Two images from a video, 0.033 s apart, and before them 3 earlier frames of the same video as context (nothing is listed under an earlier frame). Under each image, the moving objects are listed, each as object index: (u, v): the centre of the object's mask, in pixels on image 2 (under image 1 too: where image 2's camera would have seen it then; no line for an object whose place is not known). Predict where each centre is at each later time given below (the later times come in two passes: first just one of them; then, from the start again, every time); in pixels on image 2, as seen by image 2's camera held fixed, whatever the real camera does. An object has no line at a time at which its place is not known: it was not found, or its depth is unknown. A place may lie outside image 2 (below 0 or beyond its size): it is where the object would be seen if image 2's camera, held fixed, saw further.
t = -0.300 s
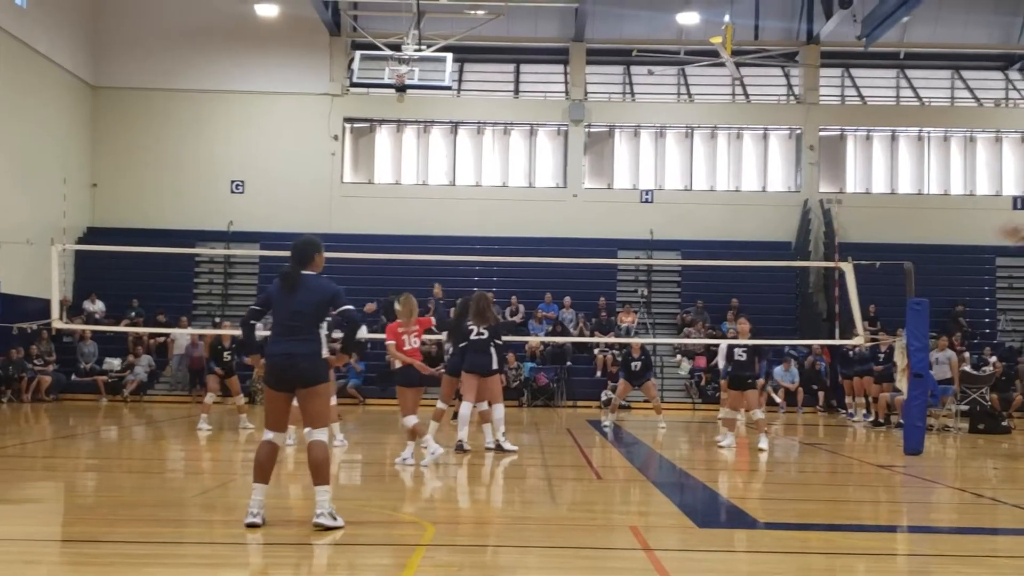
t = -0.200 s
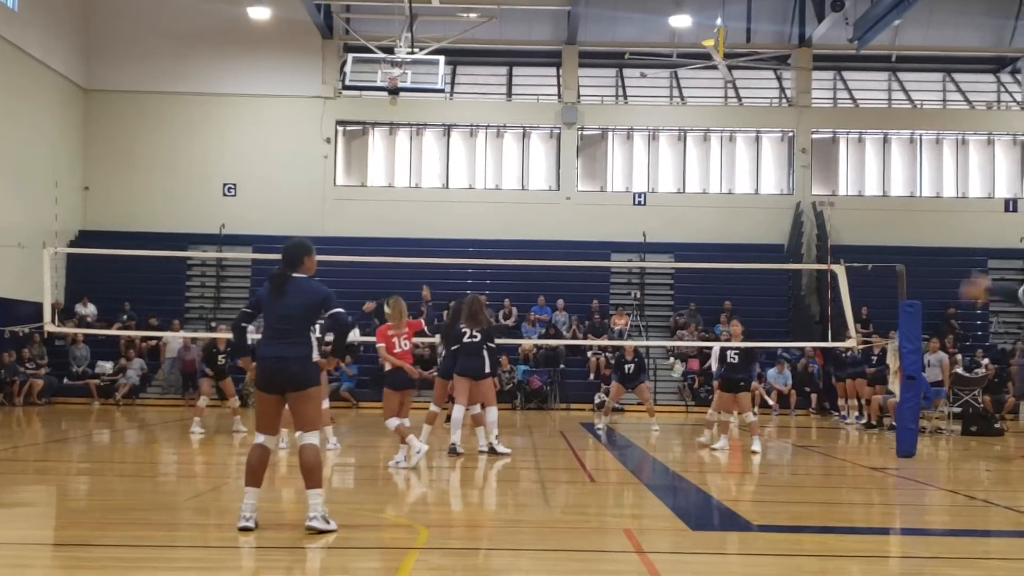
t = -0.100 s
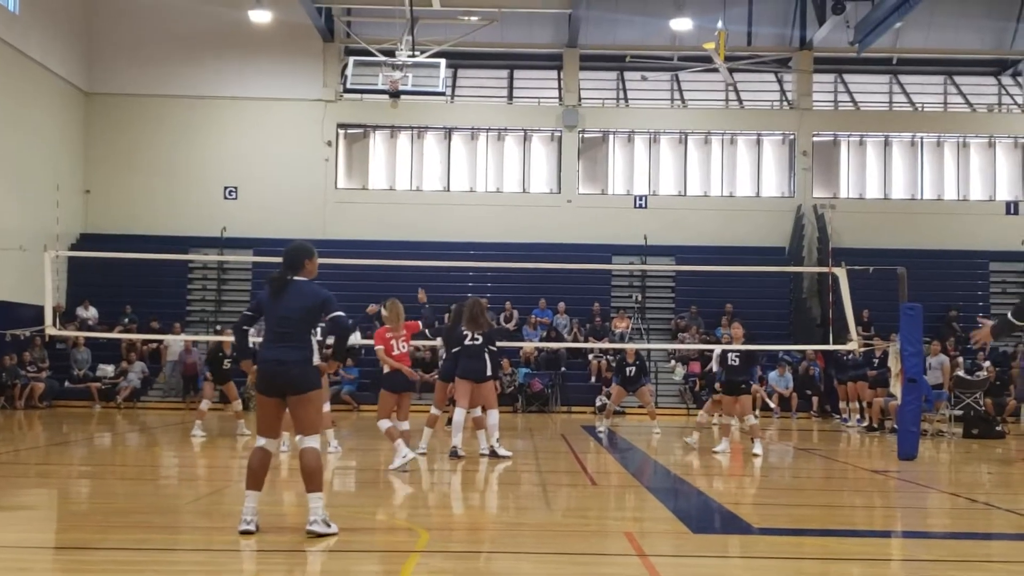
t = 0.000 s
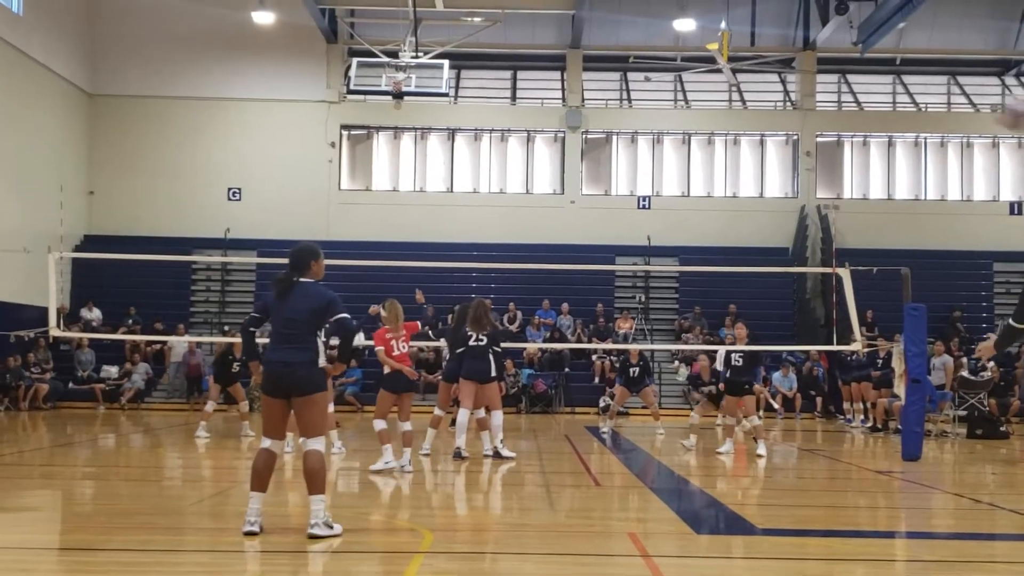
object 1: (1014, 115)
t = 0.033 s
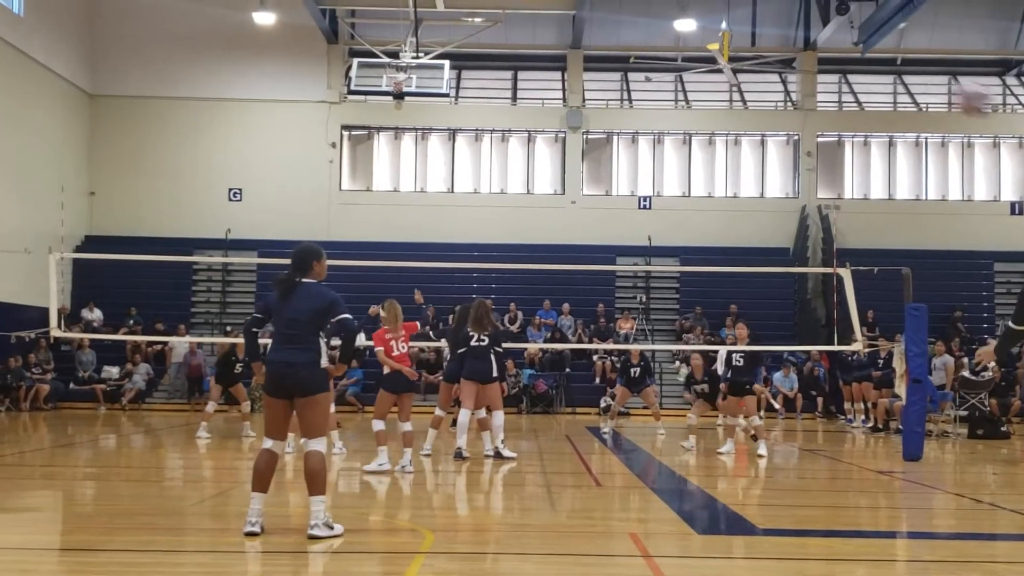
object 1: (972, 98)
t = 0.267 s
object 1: (771, 72)
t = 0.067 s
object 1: (932, 86)
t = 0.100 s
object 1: (896, 78)
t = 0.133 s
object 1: (863, 74)
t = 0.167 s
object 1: (838, 71)
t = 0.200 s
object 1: (811, 69)
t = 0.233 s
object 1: (790, 70)
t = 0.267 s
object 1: (771, 72)
